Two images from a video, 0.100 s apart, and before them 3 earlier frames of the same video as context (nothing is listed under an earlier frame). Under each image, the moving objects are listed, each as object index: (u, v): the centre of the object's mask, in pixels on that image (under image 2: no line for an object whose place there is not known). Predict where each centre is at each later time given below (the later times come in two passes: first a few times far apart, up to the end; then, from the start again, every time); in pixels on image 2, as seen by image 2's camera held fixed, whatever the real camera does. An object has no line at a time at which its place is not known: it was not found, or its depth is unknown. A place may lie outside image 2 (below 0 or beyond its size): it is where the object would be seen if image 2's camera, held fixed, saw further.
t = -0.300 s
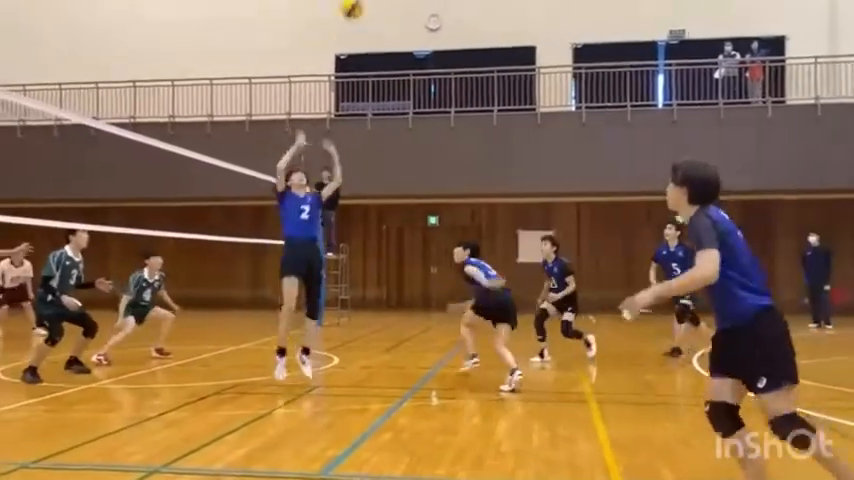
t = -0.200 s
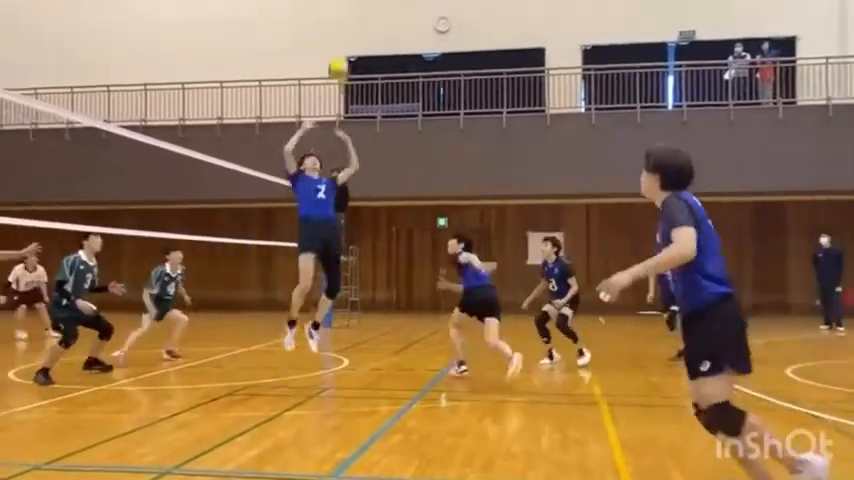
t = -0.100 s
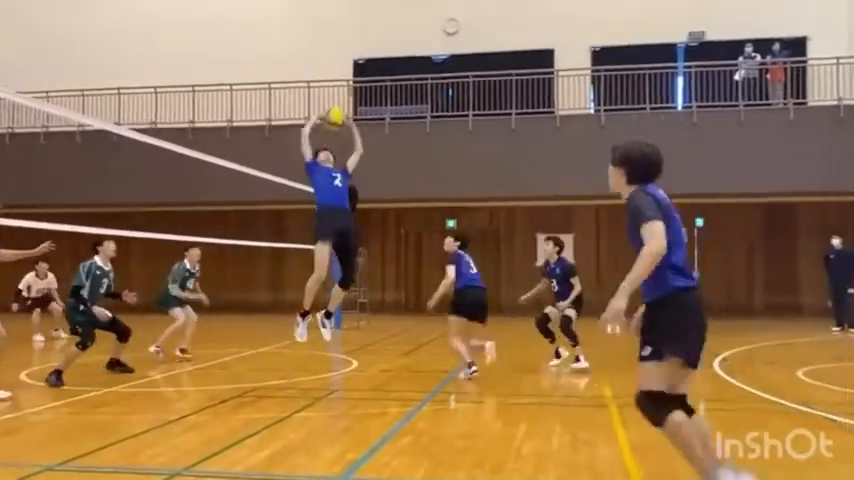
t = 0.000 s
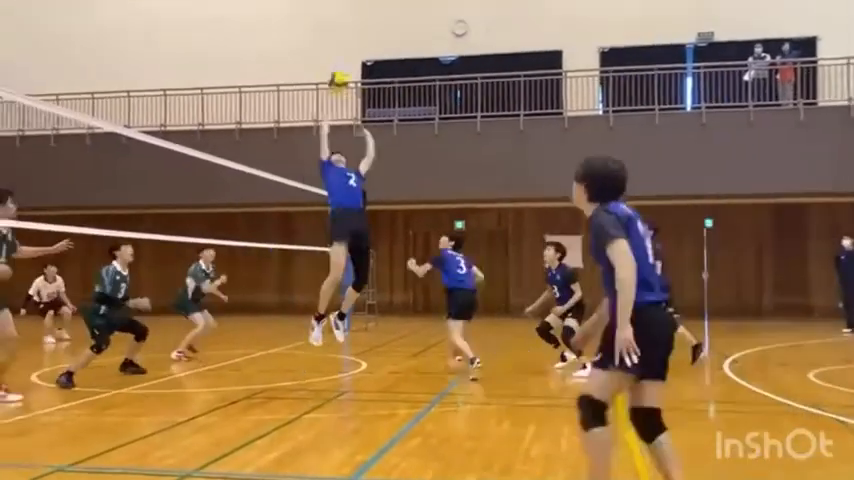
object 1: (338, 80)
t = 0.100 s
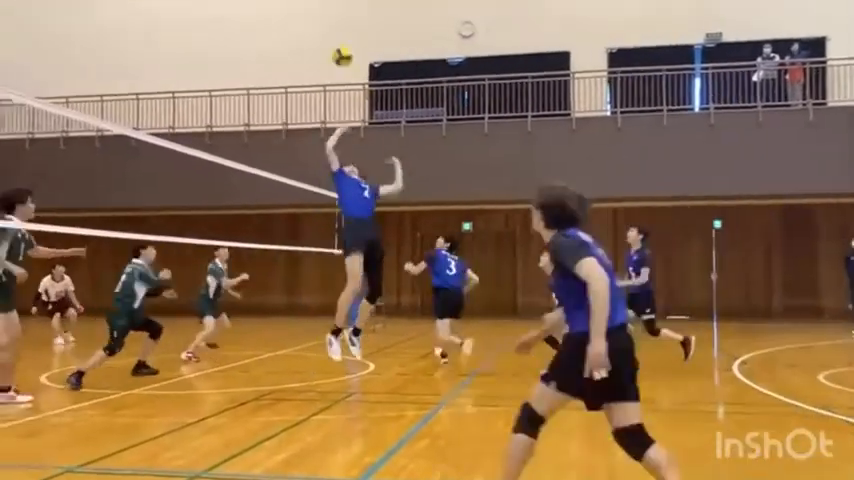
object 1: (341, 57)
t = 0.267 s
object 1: (336, 38)
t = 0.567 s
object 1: (328, 66)
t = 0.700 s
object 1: (325, 95)
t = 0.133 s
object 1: (341, 50)
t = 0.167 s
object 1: (340, 46)
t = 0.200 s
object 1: (339, 42)
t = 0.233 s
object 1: (337, 40)
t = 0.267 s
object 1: (336, 38)
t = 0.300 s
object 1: (335, 39)
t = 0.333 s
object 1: (334, 39)
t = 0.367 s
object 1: (333, 40)
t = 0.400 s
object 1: (332, 43)
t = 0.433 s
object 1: (331, 46)
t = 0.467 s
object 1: (330, 50)
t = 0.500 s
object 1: (329, 54)
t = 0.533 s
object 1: (328, 59)
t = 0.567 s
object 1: (328, 66)
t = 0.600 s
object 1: (327, 72)
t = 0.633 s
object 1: (325, 77)
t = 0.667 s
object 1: (325, 86)
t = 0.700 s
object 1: (325, 95)
